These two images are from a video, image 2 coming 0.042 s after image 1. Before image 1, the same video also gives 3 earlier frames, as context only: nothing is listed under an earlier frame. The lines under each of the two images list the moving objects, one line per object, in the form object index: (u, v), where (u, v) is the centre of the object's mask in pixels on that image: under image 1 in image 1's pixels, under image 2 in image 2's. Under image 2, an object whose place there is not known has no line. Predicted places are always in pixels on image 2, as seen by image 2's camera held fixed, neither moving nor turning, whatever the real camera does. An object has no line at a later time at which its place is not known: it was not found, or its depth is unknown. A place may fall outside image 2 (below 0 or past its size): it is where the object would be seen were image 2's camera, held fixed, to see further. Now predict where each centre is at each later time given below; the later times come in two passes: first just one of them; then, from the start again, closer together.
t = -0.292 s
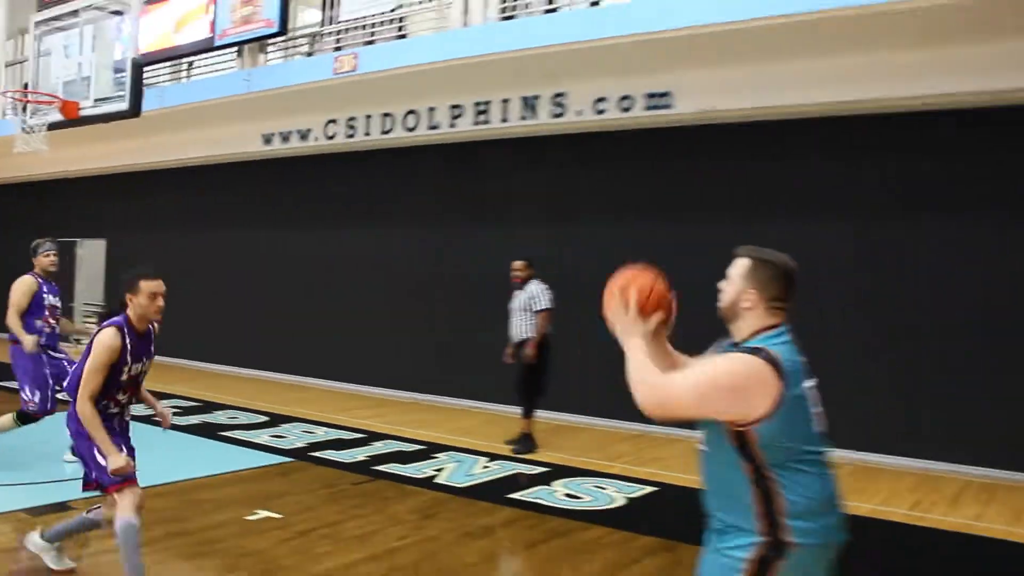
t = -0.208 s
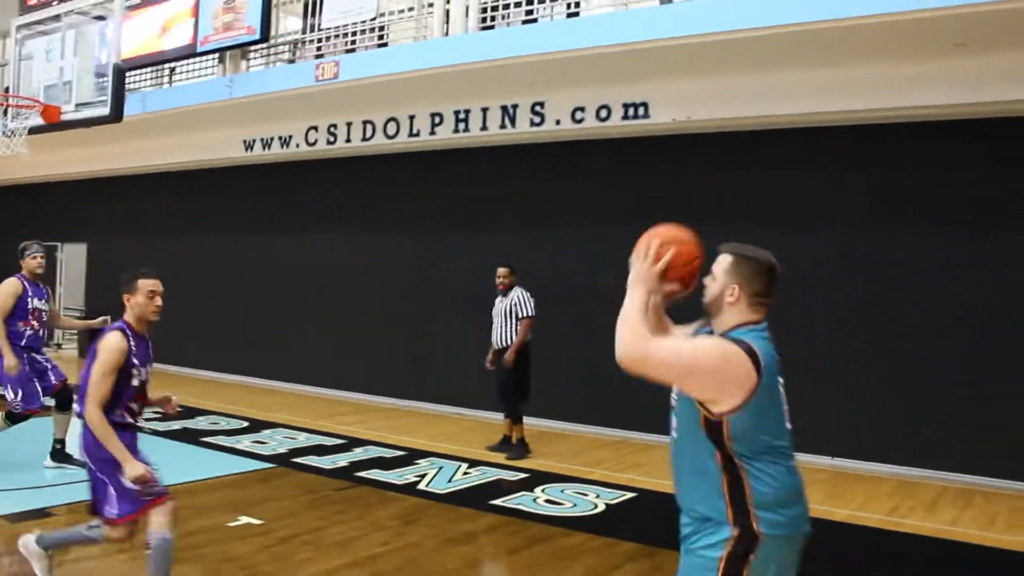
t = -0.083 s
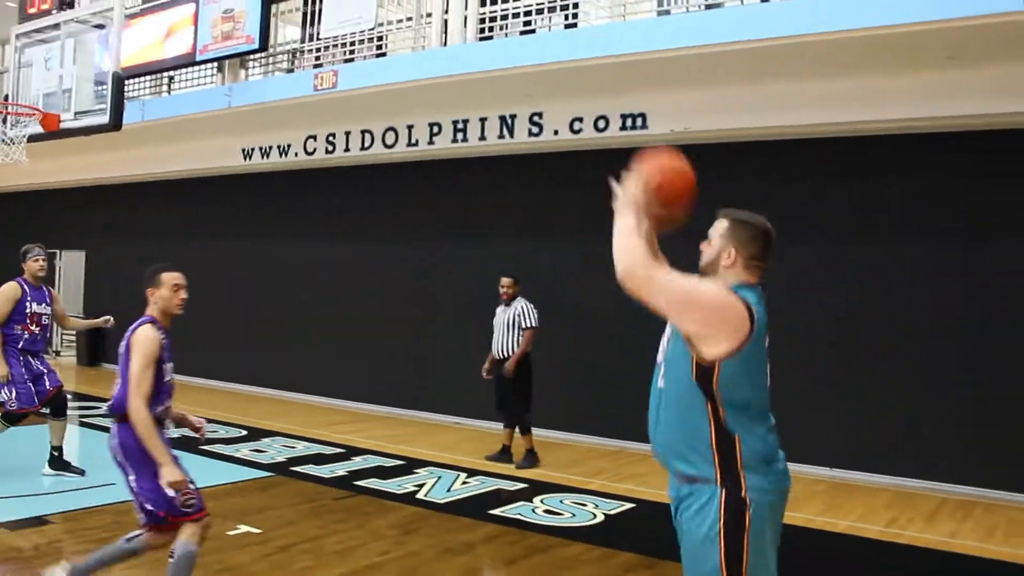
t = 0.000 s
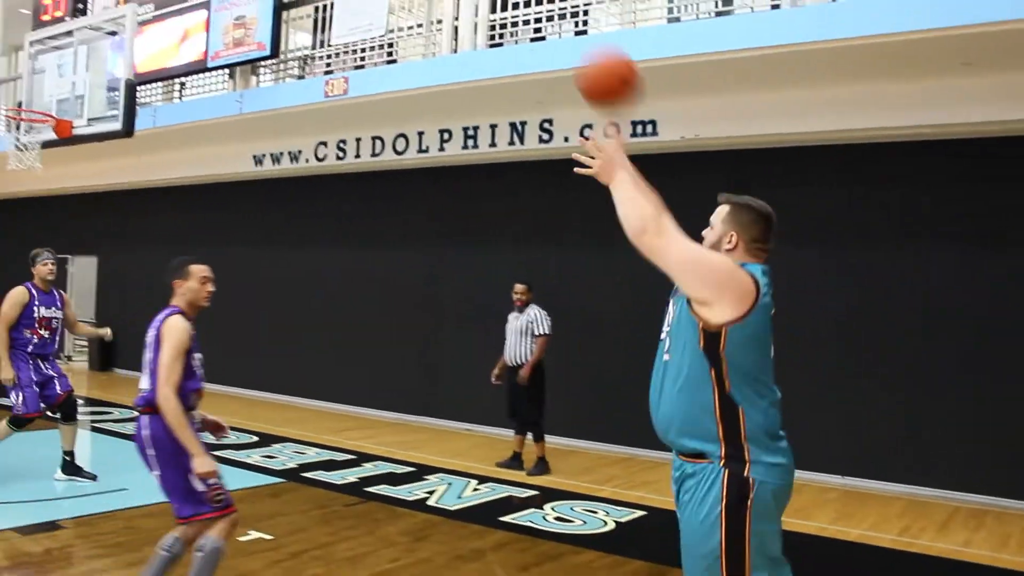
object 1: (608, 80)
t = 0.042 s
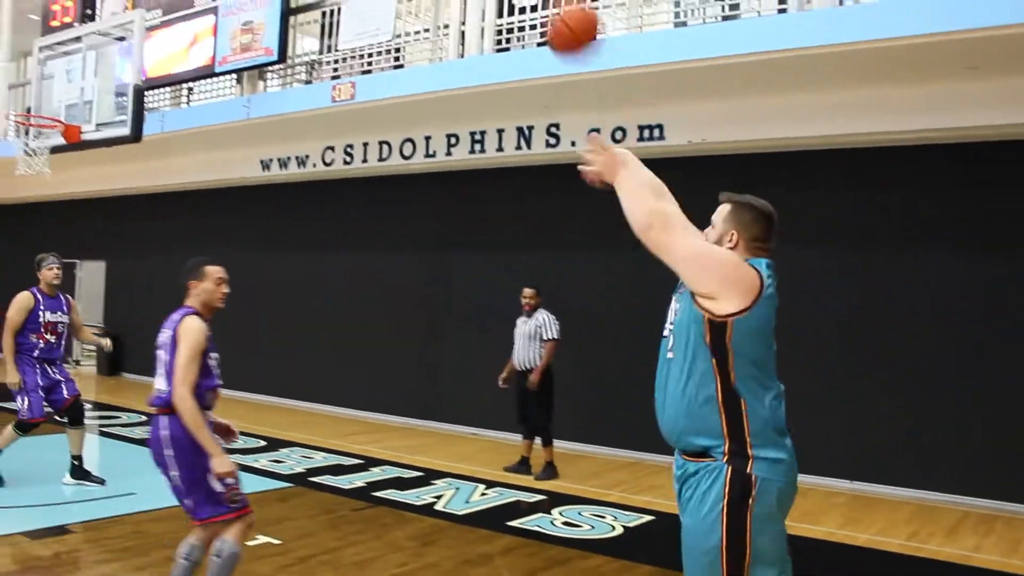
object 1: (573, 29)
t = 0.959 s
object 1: (94, -12)
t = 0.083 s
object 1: (531, 2)
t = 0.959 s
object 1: (94, -12)
